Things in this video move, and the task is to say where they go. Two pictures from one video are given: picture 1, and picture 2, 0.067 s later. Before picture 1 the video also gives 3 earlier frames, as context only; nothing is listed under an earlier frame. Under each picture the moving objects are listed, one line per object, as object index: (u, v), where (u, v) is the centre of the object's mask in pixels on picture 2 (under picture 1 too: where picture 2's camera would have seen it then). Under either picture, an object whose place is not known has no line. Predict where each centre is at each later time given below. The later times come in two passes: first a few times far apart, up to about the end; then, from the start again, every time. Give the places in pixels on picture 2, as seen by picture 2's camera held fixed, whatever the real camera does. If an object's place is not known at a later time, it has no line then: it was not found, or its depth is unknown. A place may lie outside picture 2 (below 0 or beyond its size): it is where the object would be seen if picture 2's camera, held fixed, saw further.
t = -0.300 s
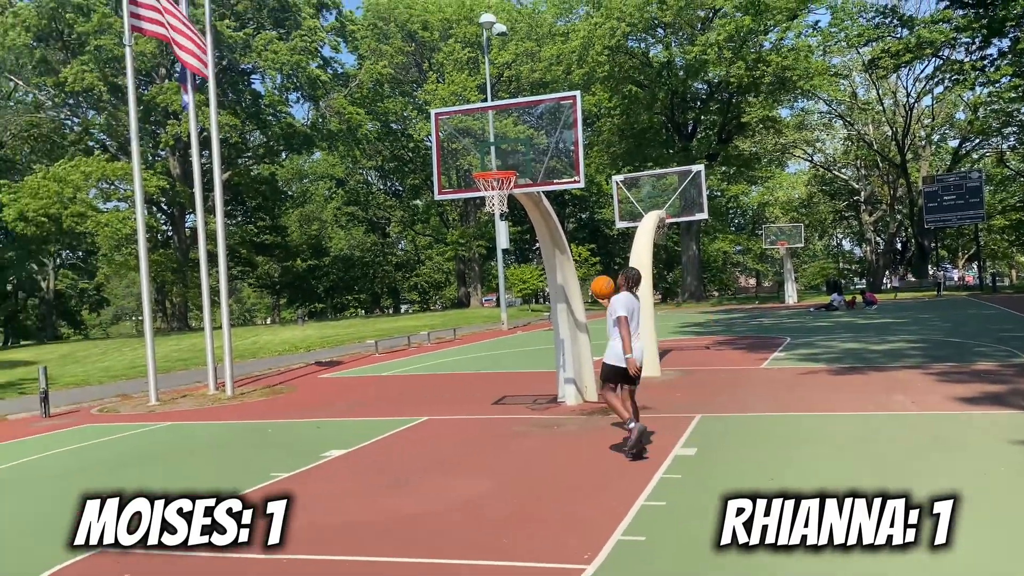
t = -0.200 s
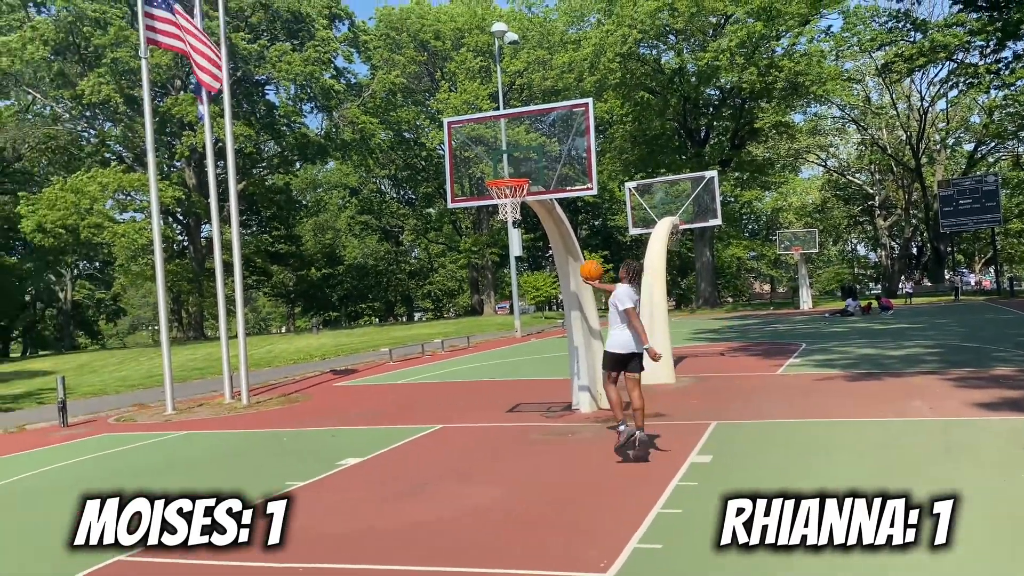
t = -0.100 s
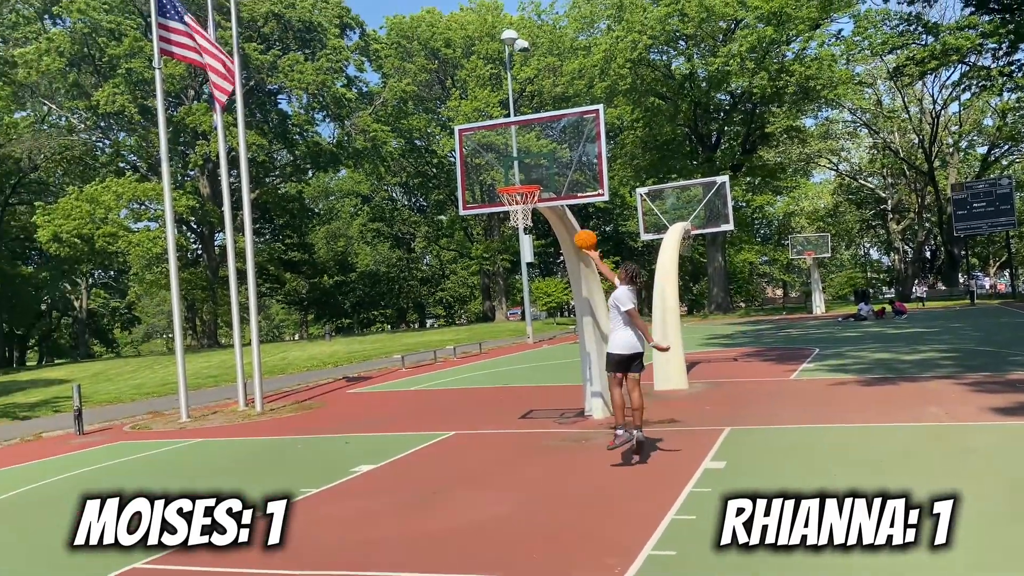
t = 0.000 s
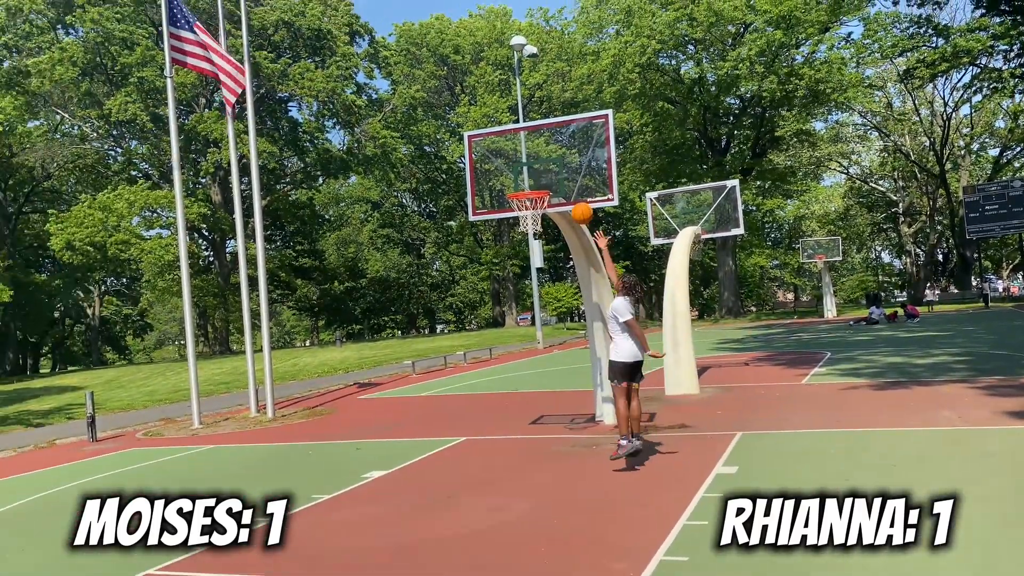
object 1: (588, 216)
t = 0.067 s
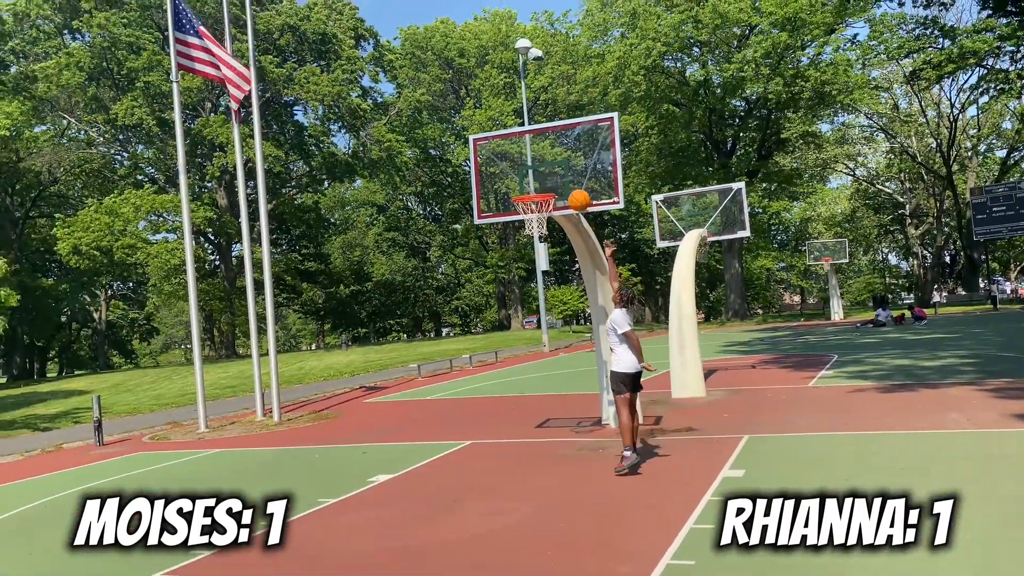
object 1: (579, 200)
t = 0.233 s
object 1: (562, 178)
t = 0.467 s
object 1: (544, 184)
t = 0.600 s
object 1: (536, 210)
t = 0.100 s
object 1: (575, 194)
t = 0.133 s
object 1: (571, 188)
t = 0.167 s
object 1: (568, 184)
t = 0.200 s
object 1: (565, 180)
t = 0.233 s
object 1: (562, 178)
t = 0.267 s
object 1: (559, 176)
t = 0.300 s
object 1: (556, 175)
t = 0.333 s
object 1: (554, 176)
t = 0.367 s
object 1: (551, 177)
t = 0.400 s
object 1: (549, 179)
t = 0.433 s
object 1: (546, 181)
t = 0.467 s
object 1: (544, 184)
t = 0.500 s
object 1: (542, 187)
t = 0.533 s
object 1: (539, 191)
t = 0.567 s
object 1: (537, 205)
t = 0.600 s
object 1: (536, 210)
